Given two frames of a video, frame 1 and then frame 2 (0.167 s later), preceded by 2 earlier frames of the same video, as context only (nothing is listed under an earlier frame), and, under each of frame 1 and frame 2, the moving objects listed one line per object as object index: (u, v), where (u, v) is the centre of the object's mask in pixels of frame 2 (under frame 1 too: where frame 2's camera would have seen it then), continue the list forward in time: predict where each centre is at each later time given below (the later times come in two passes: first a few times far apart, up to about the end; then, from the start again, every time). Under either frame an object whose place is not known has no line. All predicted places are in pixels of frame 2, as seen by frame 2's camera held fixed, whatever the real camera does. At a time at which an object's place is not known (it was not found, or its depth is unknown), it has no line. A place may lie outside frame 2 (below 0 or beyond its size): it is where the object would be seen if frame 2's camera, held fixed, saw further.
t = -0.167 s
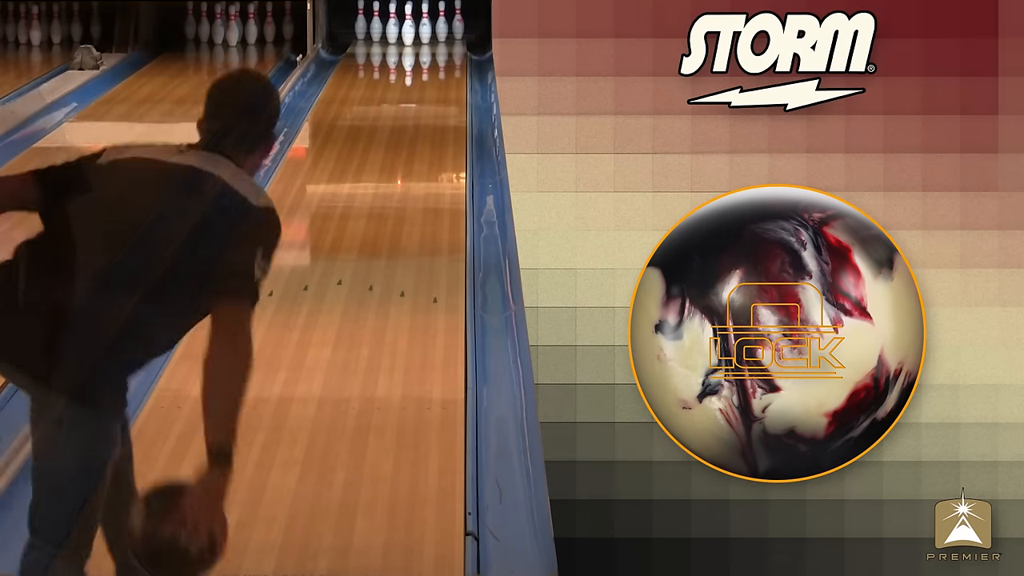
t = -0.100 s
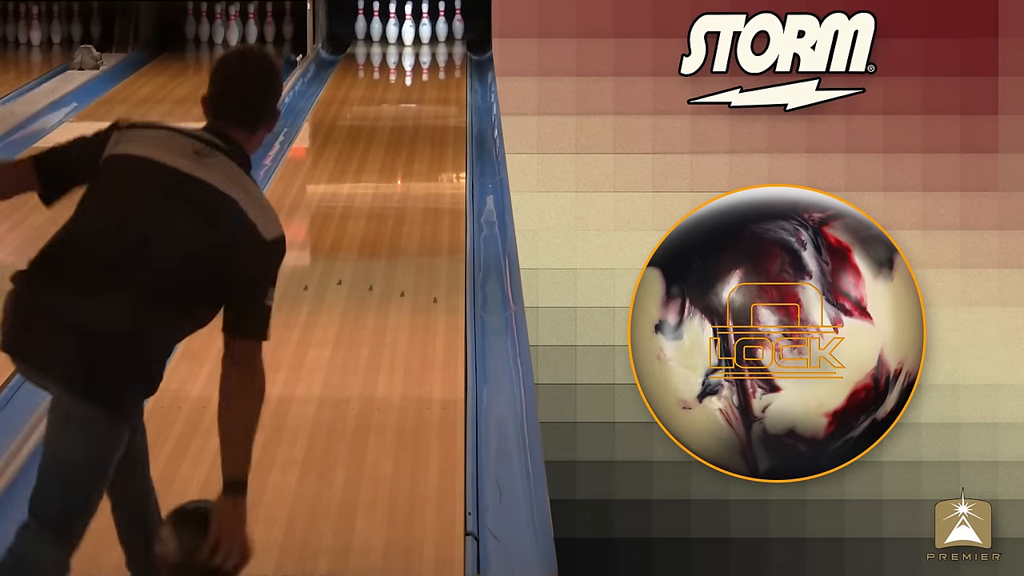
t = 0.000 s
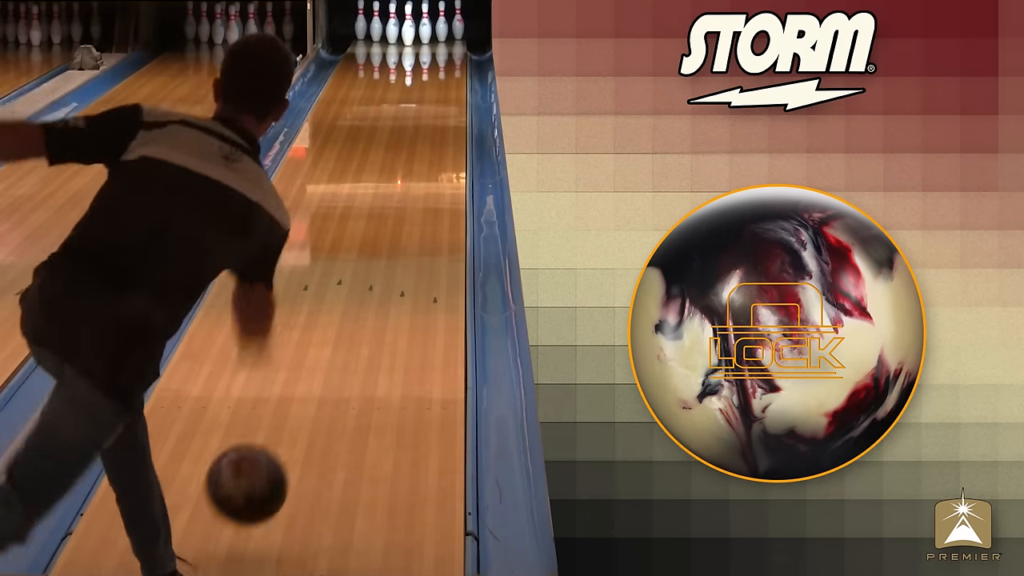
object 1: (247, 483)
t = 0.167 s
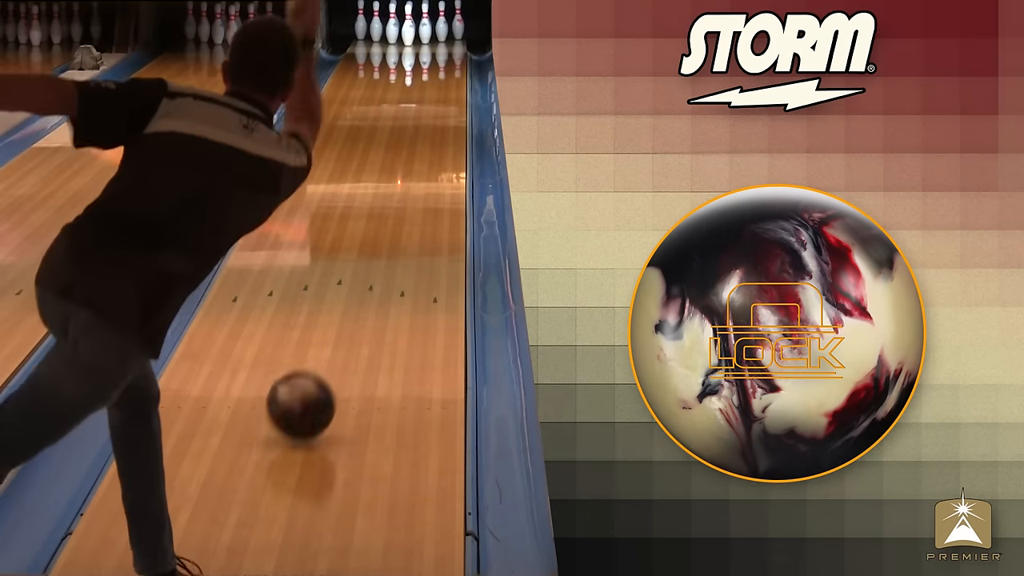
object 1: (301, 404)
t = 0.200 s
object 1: (309, 390)
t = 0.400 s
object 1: (351, 305)
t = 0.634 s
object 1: (385, 233)
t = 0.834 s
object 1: (405, 187)
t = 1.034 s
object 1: (420, 151)
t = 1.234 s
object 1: (432, 122)
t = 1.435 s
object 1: (439, 98)
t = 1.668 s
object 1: (443, 74)
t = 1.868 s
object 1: (441, 59)
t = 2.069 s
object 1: (431, 46)
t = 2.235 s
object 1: (419, 37)
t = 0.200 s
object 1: (309, 390)
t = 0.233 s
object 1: (317, 374)
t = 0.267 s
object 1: (325, 359)
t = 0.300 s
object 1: (332, 344)
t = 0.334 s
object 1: (339, 331)
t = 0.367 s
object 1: (345, 317)
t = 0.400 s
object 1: (351, 305)
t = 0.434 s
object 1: (357, 294)
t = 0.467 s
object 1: (362, 282)
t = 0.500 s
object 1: (367, 272)
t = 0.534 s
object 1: (372, 262)
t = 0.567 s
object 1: (376, 252)
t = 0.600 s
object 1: (381, 242)
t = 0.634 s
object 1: (385, 233)
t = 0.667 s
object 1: (389, 225)
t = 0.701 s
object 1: (392, 216)
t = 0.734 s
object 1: (396, 209)
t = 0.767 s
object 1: (399, 201)
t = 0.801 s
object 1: (402, 194)
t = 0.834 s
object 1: (405, 187)
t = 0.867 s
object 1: (408, 181)
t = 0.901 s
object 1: (411, 175)
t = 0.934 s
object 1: (413, 169)
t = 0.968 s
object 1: (416, 162)
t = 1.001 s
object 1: (418, 156)
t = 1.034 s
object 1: (420, 151)
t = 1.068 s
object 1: (422, 145)
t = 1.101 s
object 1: (424, 141)
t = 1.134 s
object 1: (427, 136)
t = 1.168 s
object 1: (428, 131)
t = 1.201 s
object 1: (430, 126)
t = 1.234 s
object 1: (432, 122)
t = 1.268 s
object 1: (433, 117)
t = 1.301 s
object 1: (434, 113)
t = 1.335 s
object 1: (436, 109)
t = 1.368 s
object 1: (437, 105)
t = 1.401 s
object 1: (438, 101)
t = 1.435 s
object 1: (439, 98)
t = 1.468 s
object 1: (440, 94)
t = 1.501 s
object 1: (441, 90)
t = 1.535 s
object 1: (441, 88)
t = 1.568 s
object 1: (443, 84)
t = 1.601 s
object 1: (443, 81)
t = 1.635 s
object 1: (444, 77)
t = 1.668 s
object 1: (443, 74)
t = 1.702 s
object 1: (443, 71)
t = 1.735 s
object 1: (443, 69)
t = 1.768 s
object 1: (442, 66)
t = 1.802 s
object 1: (442, 63)
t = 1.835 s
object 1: (442, 62)
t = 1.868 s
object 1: (441, 59)
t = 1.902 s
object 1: (439, 57)
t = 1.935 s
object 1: (438, 55)
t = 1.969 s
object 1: (436, 52)
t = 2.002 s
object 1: (434, 50)
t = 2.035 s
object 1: (432, 47)
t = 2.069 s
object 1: (431, 46)
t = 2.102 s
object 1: (428, 44)
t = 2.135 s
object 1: (426, 42)
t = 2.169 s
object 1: (425, 41)
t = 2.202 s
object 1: (421, 39)
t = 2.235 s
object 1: (419, 37)
